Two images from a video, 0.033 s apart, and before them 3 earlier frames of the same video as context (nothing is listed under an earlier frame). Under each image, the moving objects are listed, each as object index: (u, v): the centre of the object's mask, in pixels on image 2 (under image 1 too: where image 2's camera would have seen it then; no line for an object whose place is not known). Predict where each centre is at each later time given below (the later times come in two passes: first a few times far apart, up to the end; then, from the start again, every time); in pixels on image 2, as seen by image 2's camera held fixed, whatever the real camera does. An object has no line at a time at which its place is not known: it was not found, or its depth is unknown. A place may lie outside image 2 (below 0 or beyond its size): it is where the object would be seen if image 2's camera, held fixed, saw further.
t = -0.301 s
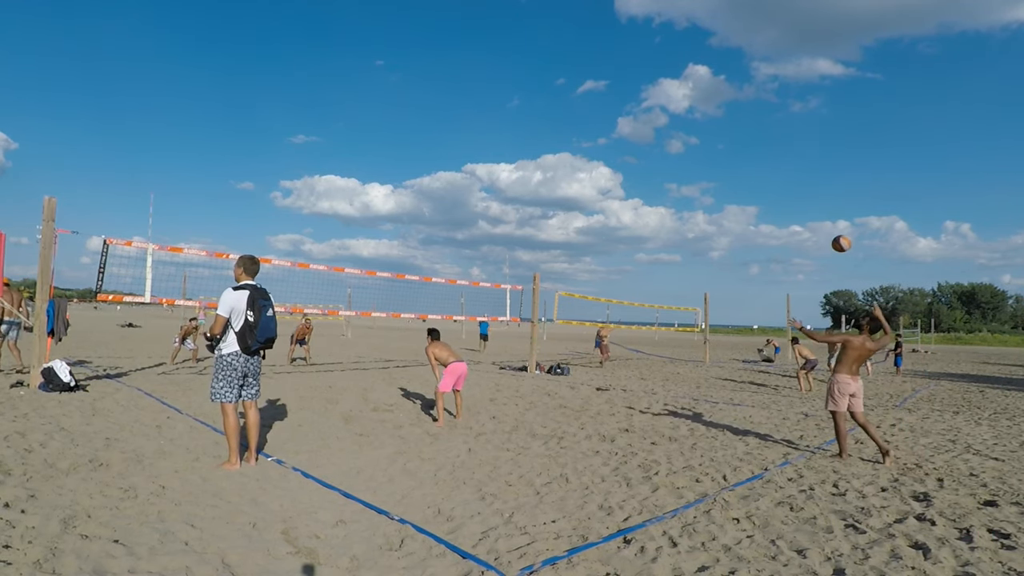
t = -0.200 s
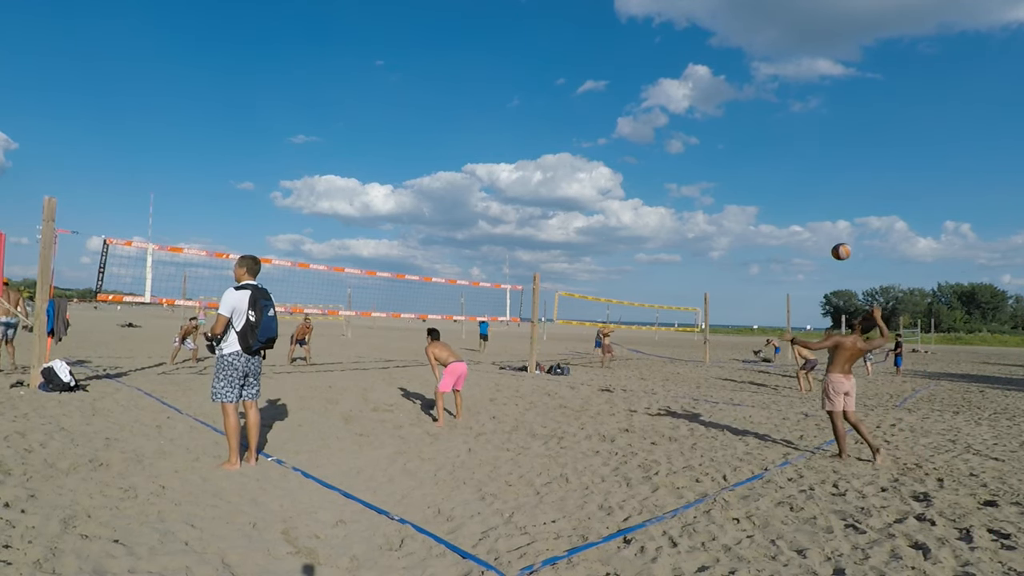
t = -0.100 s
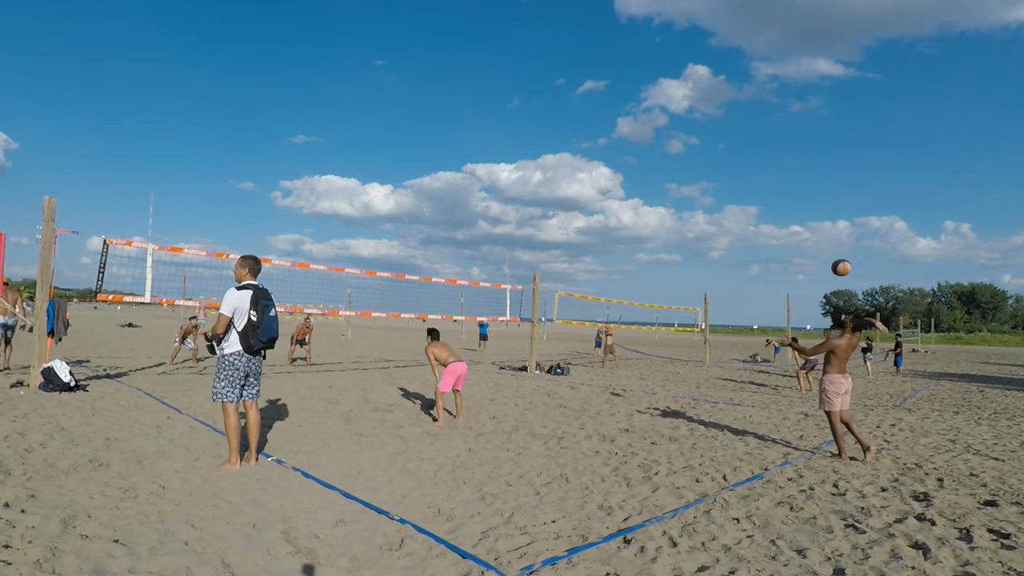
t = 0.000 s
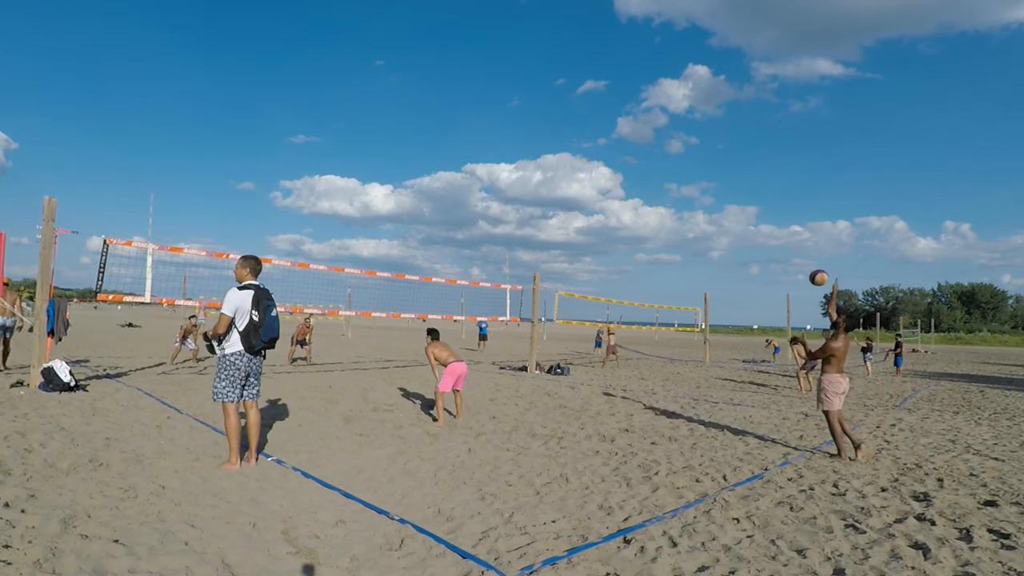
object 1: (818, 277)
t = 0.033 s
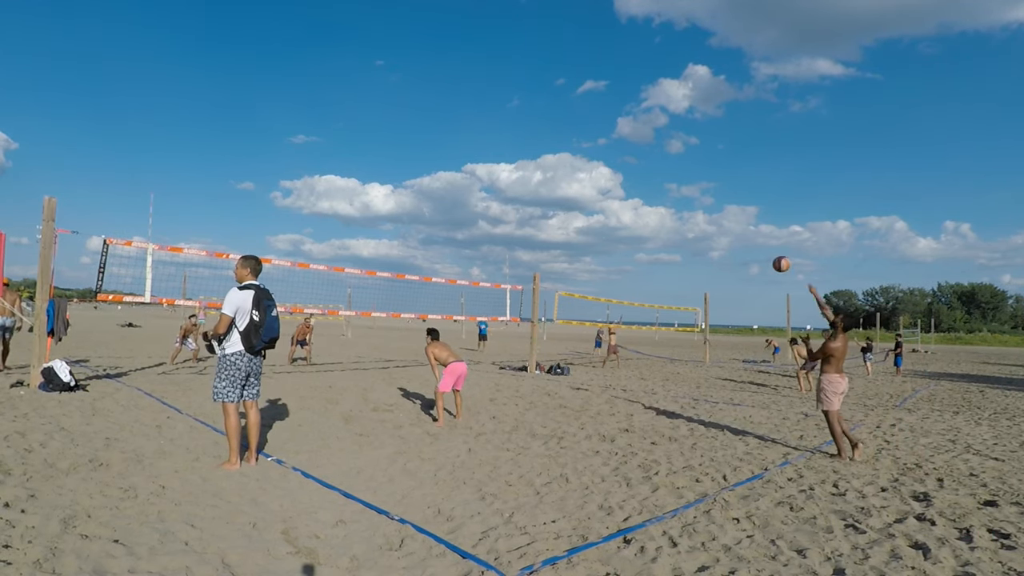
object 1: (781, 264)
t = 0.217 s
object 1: (618, 215)
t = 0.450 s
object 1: (477, 201)
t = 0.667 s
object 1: (388, 217)
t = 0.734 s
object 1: (365, 225)
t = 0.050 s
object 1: (763, 258)
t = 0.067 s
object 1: (746, 252)
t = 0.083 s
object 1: (730, 247)
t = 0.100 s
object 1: (714, 242)
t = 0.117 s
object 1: (699, 237)
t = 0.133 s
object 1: (684, 233)
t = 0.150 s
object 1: (670, 229)
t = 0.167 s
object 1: (657, 225)
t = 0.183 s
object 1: (643, 222)
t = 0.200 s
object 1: (630, 218)
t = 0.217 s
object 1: (618, 215)
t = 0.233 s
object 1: (605, 213)
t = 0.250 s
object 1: (594, 211)
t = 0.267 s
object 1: (582, 209)
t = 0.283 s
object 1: (571, 207)
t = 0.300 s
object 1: (560, 206)
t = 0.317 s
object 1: (550, 204)
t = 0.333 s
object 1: (540, 203)
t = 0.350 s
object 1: (530, 203)
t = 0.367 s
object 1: (521, 202)
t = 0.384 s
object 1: (512, 201)
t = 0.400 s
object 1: (503, 201)
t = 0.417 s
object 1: (494, 201)
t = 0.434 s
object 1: (485, 201)
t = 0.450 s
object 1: (477, 201)
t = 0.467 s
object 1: (469, 202)
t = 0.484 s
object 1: (461, 202)
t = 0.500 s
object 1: (454, 203)
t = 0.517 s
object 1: (447, 204)
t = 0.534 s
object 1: (440, 205)
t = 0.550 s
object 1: (432, 207)
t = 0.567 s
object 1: (425, 208)
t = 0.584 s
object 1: (419, 209)
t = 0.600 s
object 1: (412, 210)
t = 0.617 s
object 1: (406, 212)
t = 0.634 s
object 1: (399, 214)
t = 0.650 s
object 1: (393, 215)
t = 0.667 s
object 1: (388, 217)
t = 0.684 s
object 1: (381, 219)
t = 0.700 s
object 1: (376, 221)
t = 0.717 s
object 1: (370, 223)
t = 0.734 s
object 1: (365, 225)
